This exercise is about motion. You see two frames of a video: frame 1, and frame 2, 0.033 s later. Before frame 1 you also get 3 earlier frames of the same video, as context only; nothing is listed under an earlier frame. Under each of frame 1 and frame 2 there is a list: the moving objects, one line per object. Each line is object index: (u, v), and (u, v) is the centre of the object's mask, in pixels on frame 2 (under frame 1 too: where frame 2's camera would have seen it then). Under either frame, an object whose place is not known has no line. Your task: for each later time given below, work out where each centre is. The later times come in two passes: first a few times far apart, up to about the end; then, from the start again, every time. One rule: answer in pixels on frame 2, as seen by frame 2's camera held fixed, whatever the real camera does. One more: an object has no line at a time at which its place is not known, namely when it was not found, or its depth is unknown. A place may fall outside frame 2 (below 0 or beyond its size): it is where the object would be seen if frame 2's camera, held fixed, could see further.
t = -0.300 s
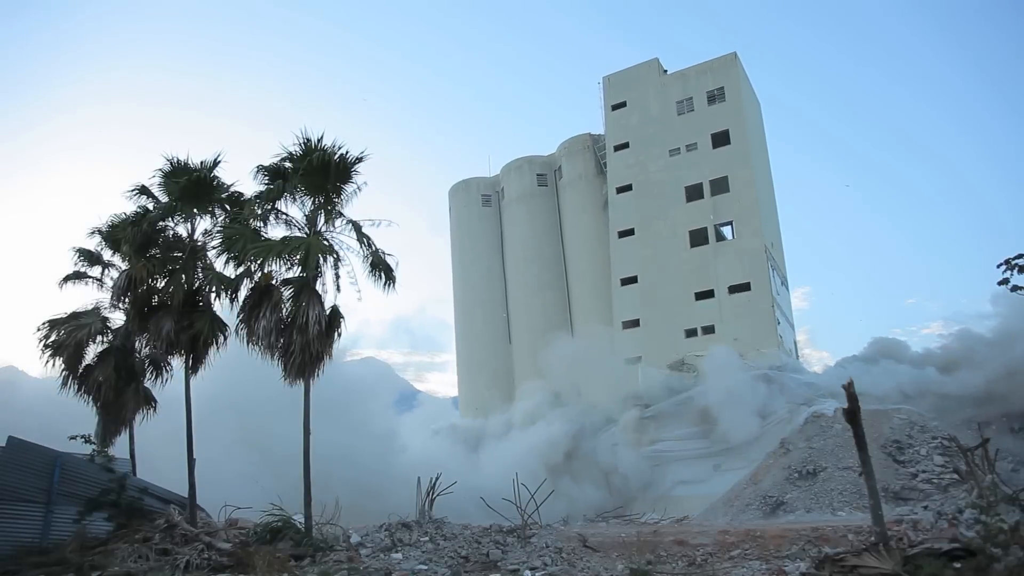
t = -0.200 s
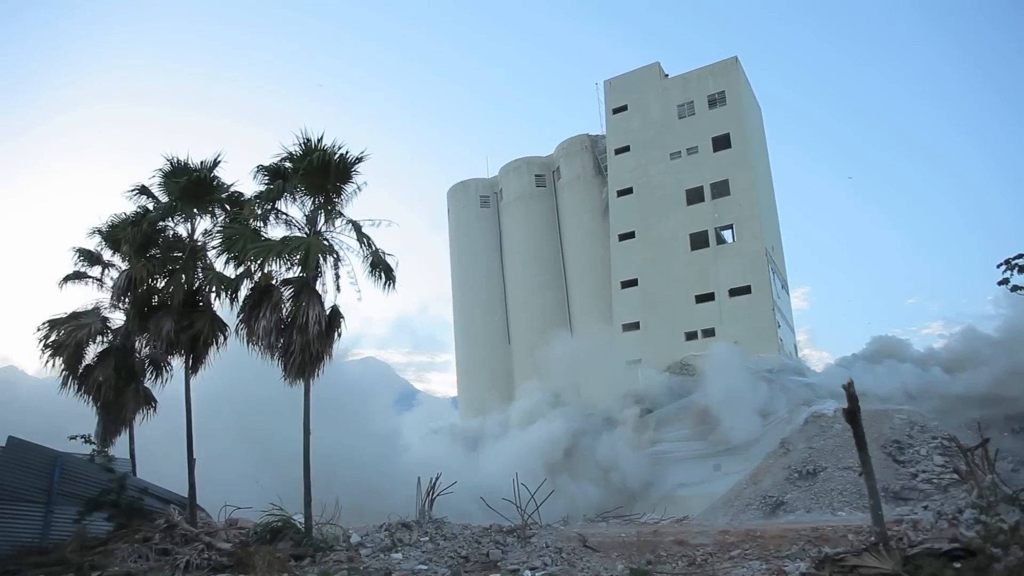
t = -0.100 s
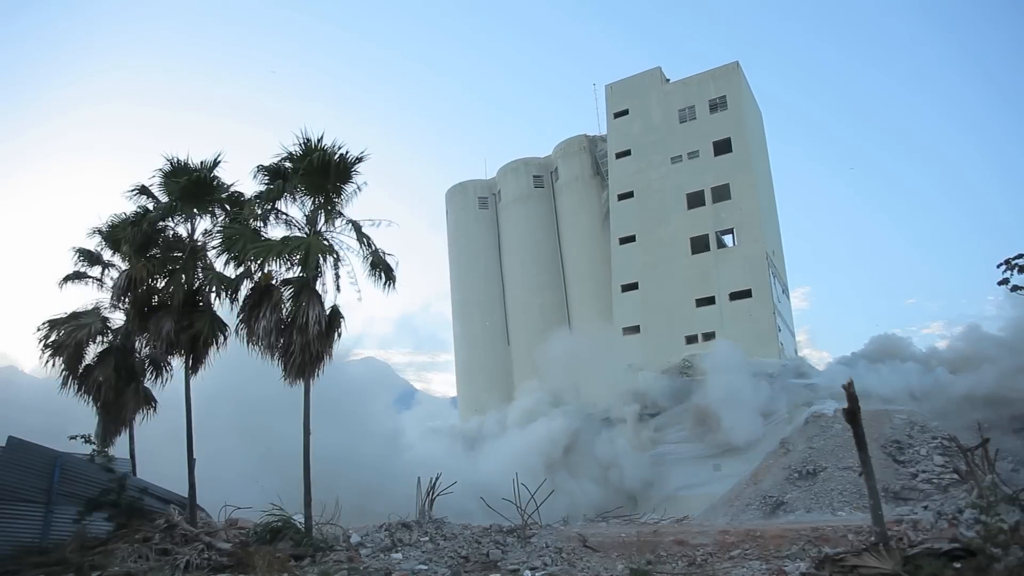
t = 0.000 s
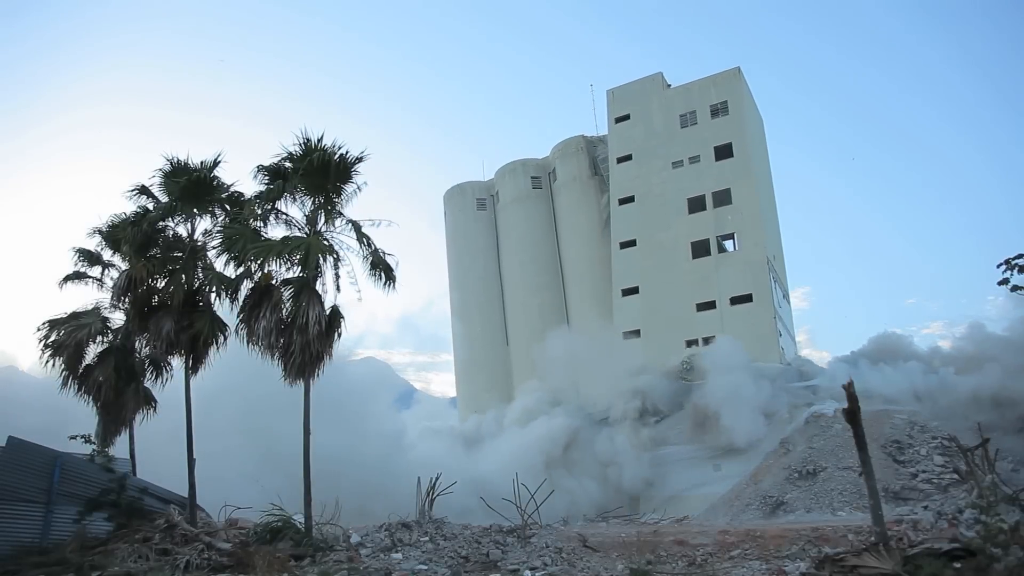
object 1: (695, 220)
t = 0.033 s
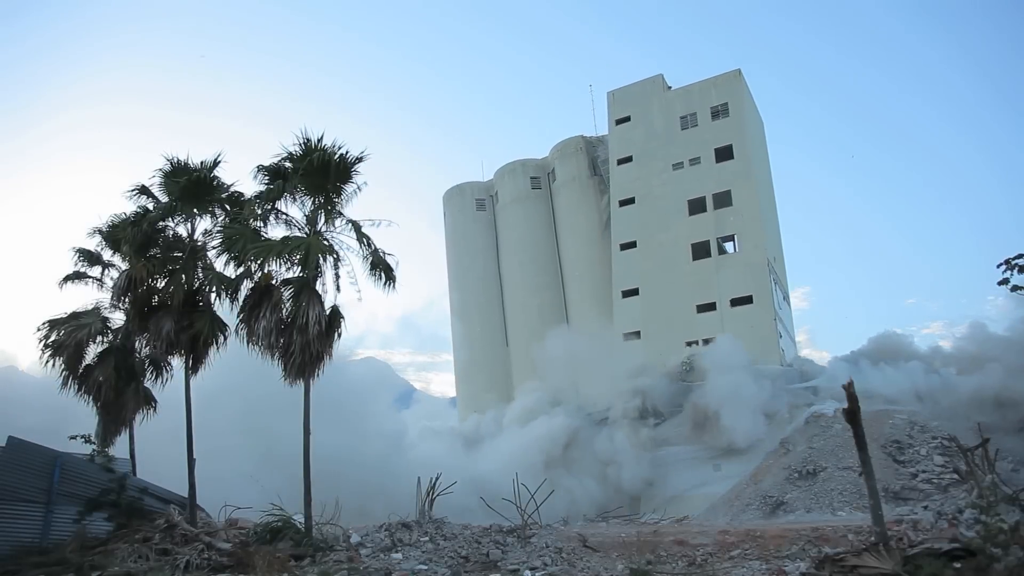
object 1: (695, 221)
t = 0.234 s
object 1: (696, 226)
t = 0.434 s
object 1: (697, 233)
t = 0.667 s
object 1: (699, 239)
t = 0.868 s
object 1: (701, 242)
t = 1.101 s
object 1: (704, 247)
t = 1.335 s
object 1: (707, 251)
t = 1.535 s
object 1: (711, 256)
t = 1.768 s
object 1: (716, 263)
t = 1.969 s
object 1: (721, 268)
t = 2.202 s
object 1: (728, 283)
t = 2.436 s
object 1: (735, 293)
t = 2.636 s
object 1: (742, 305)
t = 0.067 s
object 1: (695, 222)
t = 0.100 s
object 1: (695, 222)
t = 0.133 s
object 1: (696, 223)
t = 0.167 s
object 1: (695, 226)
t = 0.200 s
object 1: (696, 224)
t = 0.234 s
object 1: (696, 226)
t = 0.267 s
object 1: (696, 226)
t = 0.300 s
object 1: (696, 227)
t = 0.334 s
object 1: (696, 229)
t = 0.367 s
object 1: (697, 230)
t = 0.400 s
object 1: (697, 230)
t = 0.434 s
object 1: (697, 233)
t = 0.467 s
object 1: (697, 234)
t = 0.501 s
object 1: (697, 235)
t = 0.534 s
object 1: (697, 236)
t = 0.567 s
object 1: (698, 236)
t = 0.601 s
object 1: (698, 238)
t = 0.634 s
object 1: (699, 238)
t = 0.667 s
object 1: (699, 239)
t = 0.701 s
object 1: (699, 239)
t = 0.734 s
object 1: (699, 240)
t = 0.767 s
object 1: (700, 240)
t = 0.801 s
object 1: (700, 241)
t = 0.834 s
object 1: (701, 241)
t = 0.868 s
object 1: (701, 242)
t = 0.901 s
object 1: (701, 243)
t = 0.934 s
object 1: (702, 244)
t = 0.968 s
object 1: (702, 244)
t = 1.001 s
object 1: (702, 245)
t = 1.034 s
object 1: (703, 245)
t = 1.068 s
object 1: (703, 246)
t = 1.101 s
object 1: (704, 247)
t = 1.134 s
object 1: (704, 247)
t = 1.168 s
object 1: (705, 248)
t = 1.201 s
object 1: (705, 248)
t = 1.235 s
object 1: (705, 249)
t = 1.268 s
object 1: (706, 250)
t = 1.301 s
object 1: (706, 250)
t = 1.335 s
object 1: (707, 251)
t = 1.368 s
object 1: (707, 252)
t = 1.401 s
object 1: (708, 252)
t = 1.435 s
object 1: (709, 253)
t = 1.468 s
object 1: (709, 254)
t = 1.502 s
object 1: (710, 255)
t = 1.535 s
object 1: (711, 256)
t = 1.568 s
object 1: (711, 257)
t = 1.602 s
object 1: (712, 258)
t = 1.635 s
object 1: (713, 259)
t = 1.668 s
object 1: (714, 260)
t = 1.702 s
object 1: (715, 261)
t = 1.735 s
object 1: (716, 262)
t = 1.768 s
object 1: (716, 263)
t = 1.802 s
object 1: (717, 264)
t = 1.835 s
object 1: (718, 264)
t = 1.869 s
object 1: (718, 266)
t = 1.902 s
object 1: (719, 266)
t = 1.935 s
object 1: (720, 267)
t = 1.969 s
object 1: (721, 268)
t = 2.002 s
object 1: (721, 270)
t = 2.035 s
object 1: (724, 277)
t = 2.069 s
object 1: (725, 278)
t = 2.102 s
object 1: (726, 279)
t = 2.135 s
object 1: (727, 281)
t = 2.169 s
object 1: (727, 281)
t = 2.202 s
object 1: (728, 283)
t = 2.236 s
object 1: (729, 284)
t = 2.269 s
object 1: (730, 286)
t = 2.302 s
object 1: (731, 287)
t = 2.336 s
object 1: (732, 288)
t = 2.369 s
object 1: (733, 290)
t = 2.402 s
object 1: (734, 292)
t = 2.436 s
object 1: (735, 293)
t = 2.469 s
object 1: (737, 295)
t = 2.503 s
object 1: (737, 297)
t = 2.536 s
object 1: (739, 298)
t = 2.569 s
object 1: (740, 300)
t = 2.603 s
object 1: (741, 302)
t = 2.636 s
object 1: (742, 305)
